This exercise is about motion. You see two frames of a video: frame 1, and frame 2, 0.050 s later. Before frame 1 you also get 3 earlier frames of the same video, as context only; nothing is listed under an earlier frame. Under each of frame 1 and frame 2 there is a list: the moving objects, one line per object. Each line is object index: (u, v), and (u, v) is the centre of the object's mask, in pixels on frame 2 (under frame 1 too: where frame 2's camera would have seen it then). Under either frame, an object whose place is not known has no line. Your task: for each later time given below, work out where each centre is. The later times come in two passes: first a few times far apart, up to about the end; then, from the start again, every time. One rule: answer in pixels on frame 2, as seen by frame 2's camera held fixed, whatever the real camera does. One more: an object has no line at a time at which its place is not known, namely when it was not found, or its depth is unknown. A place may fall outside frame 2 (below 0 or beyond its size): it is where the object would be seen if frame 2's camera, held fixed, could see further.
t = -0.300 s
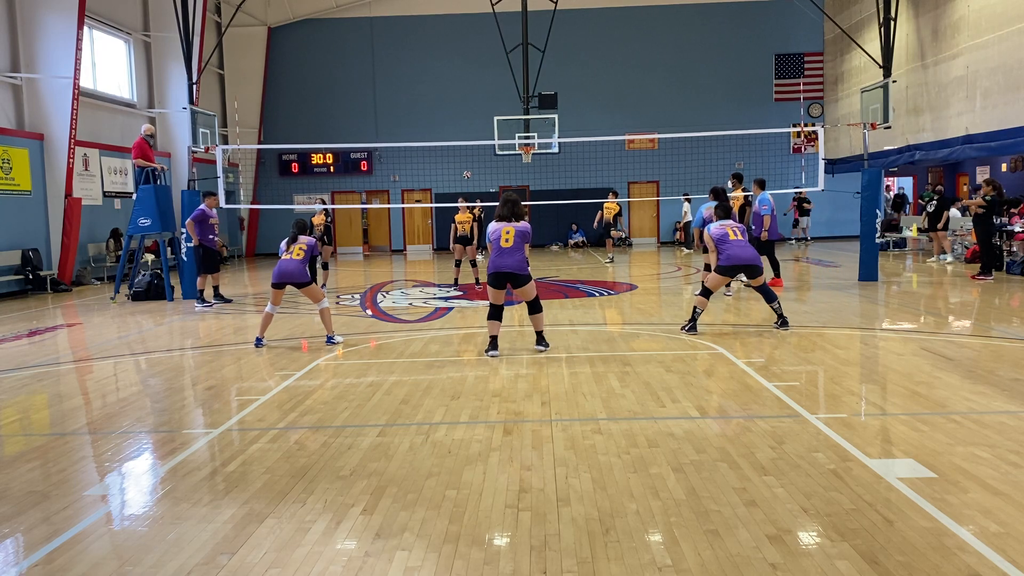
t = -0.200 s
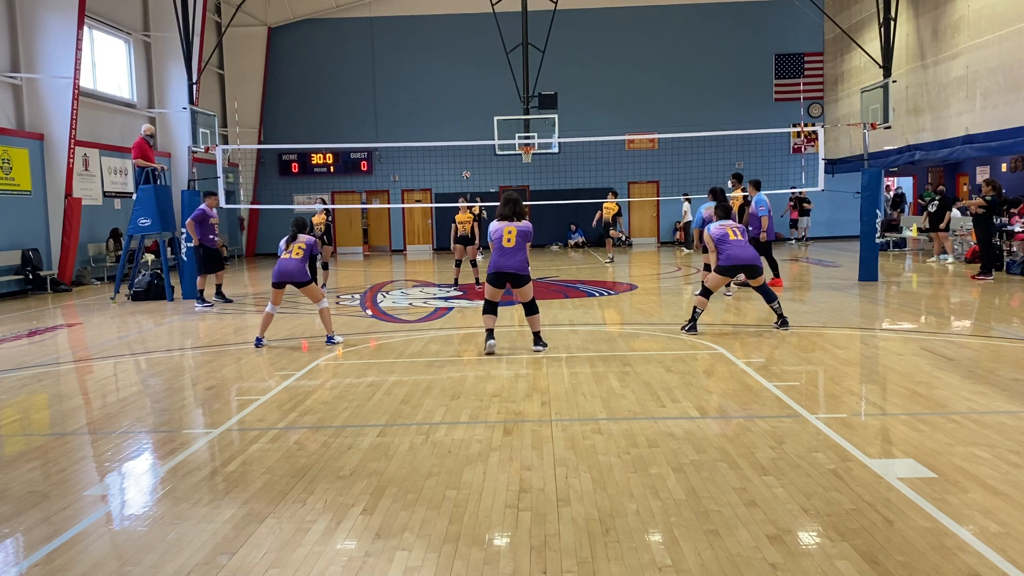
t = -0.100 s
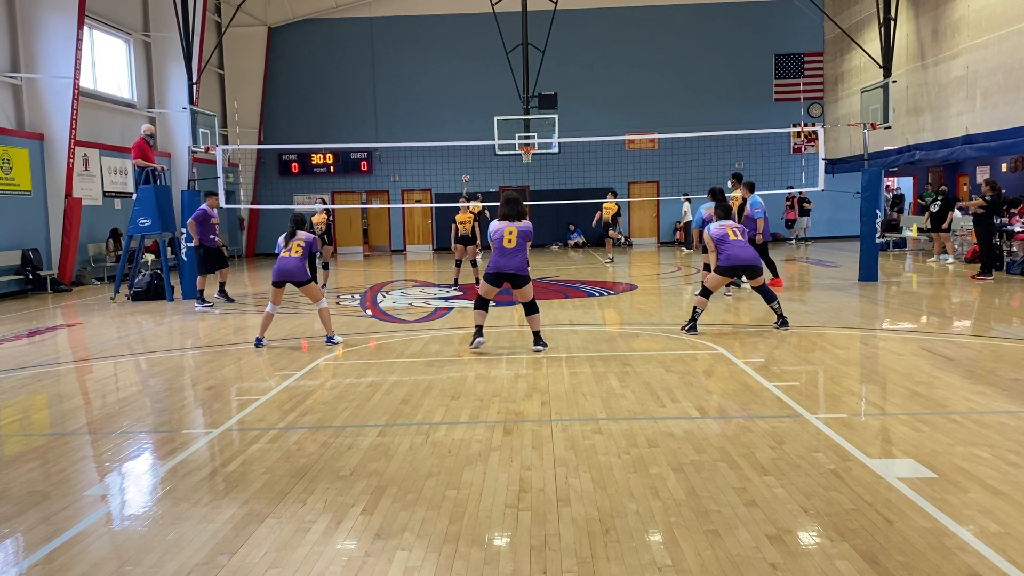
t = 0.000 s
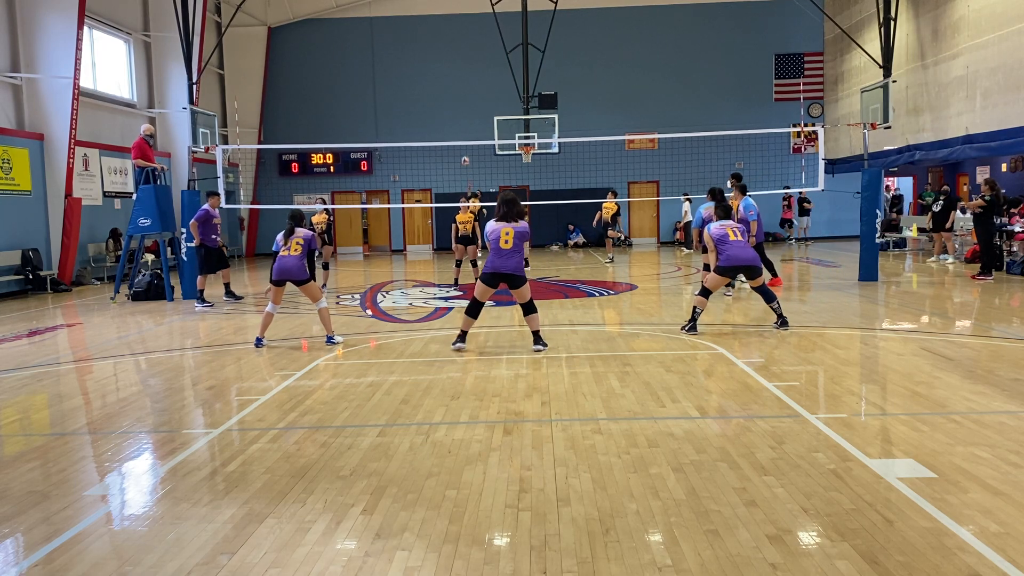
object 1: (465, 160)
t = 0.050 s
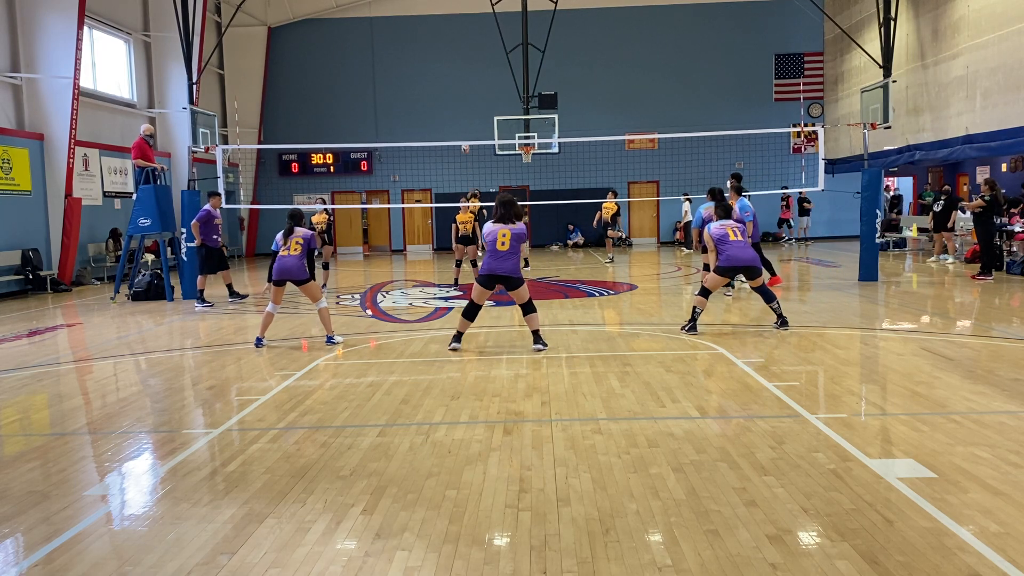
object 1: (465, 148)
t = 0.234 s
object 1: (465, 106)
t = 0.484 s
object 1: (468, 60)
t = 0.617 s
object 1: (470, 44)
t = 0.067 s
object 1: (465, 144)
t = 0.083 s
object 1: (465, 138)
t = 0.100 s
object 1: (465, 136)
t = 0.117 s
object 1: (465, 132)
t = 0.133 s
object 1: (464, 128)
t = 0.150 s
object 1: (464, 124)
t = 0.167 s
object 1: (464, 121)
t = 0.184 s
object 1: (465, 117)
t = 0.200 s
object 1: (465, 113)
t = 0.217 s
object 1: (465, 109)
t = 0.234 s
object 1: (465, 106)
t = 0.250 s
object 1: (465, 103)
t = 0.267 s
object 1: (465, 99)
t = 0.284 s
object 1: (464, 95)
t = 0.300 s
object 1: (465, 92)
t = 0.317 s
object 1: (465, 89)
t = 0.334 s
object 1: (465, 86)
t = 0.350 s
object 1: (465, 83)
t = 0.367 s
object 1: (466, 80)
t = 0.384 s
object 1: (466, 76)
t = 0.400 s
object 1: (466, 74)
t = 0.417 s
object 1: (466, 71)
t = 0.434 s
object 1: (467, 68)
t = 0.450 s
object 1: (467, 65)
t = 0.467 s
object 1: (467, 63)
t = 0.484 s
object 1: (468, 60)
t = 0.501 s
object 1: (468, 58)
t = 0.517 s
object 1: (469, 56)
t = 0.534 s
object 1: (469, 53)
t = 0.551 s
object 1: (469, 51)
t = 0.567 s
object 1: (469, 49)
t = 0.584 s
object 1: (469, 48)
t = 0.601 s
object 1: (470, 46)
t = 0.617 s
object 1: (470, 44)
